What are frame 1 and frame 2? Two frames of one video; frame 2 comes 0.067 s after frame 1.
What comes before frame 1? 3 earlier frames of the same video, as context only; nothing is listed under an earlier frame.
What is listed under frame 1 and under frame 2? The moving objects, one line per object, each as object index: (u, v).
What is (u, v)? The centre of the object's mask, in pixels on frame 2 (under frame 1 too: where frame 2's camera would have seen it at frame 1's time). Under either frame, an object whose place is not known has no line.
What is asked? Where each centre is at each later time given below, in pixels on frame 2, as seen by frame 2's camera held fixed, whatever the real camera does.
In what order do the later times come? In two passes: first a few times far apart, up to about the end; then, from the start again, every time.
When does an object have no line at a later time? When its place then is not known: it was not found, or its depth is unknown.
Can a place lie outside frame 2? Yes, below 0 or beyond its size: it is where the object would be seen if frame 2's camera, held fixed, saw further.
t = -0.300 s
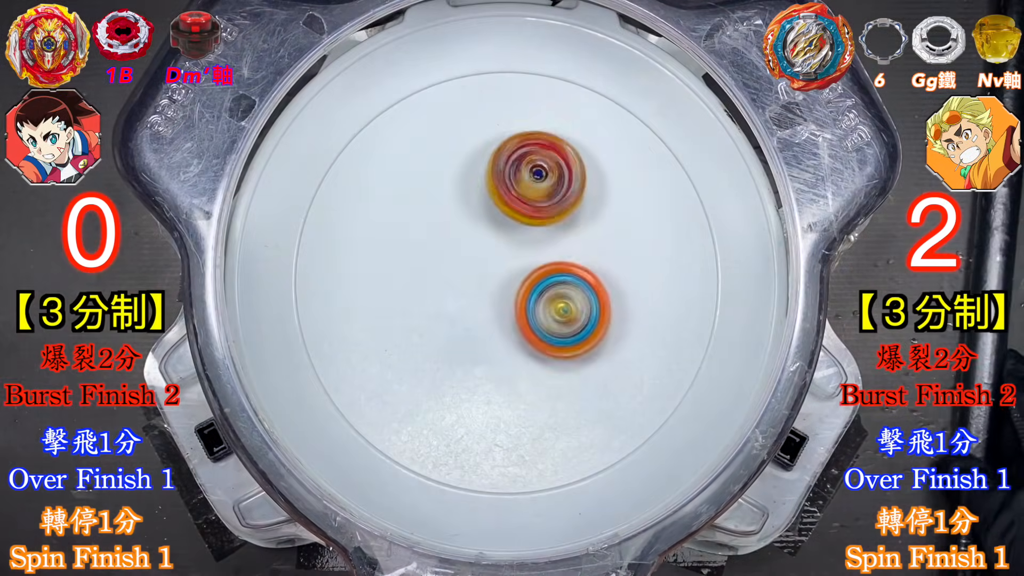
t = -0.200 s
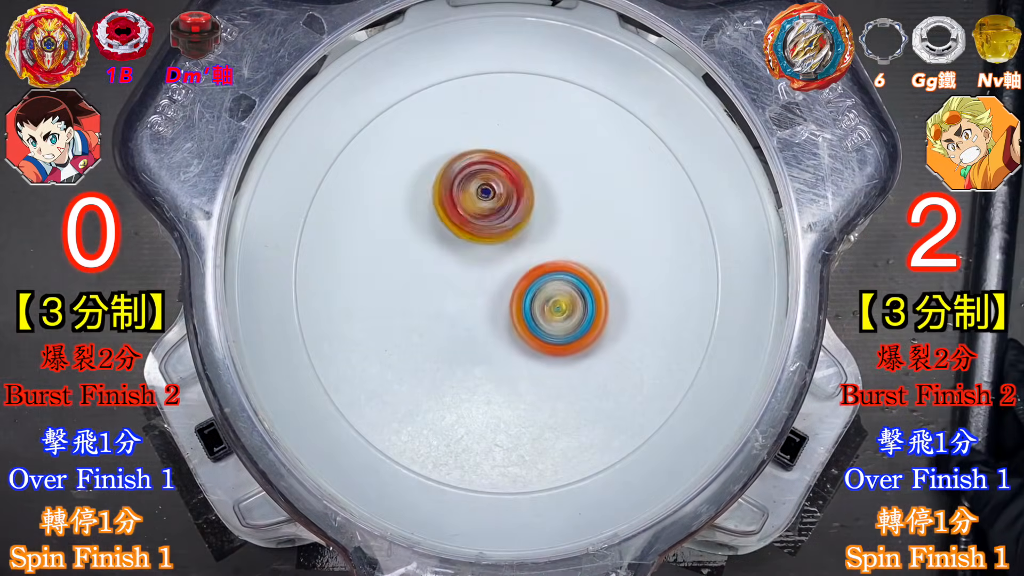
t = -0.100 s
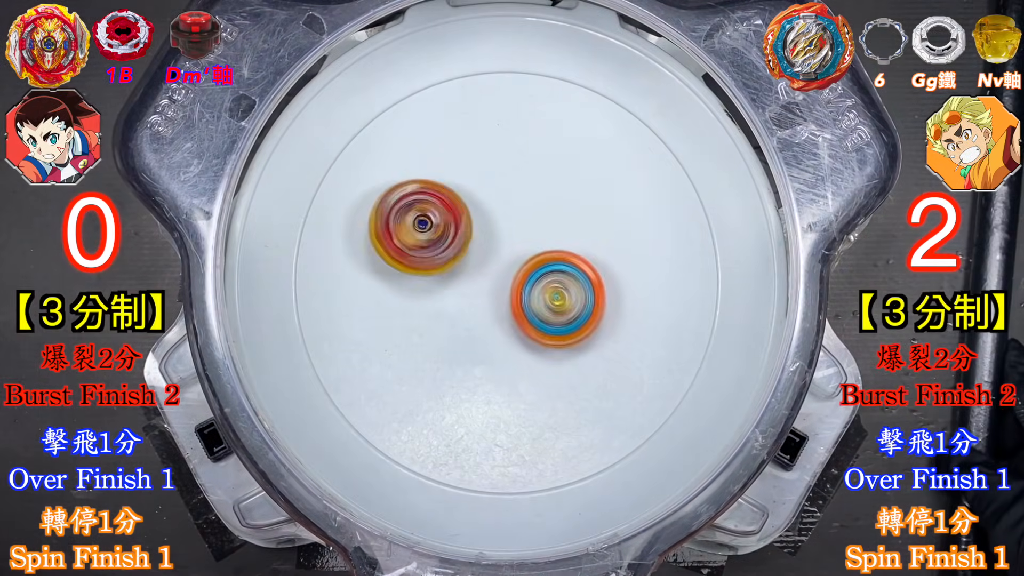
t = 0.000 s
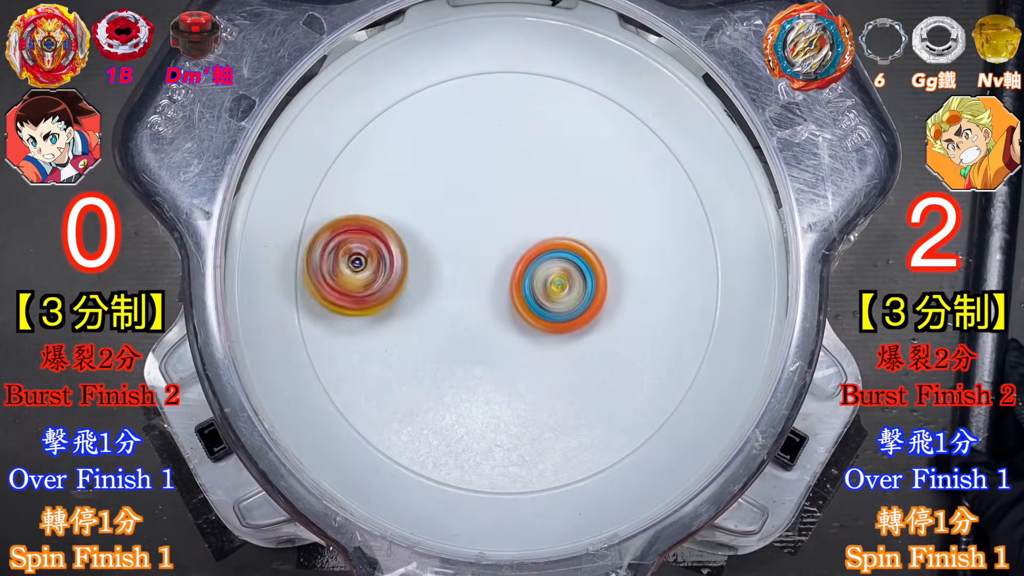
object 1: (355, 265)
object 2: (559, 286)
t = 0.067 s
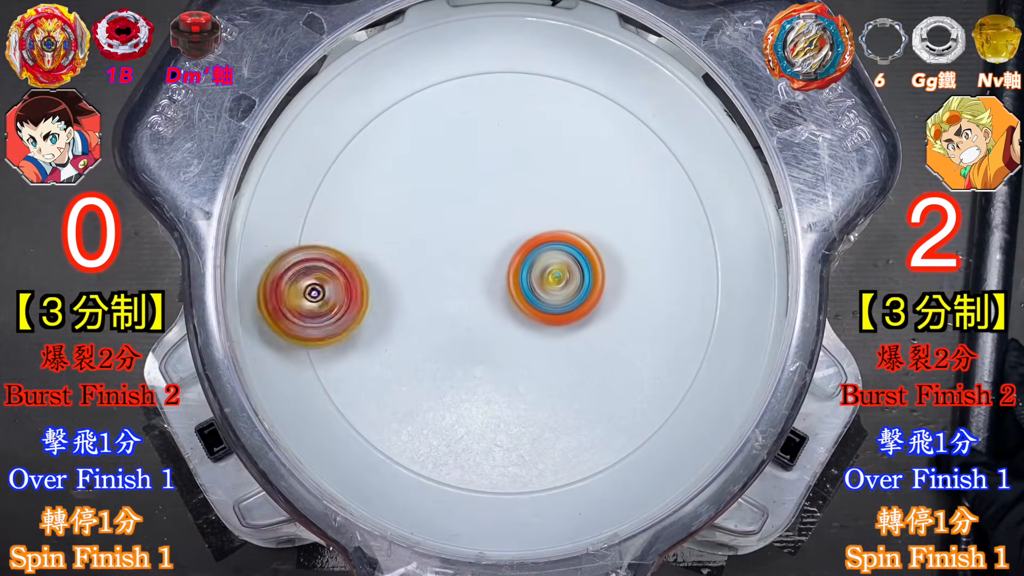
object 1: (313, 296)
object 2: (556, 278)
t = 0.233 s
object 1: (345, 379)
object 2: (534, 269)
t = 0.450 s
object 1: (460, 371)
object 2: (533, 261)
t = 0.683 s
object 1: (406, 238)
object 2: (534, 218)
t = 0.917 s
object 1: (278, 206)
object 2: (498, 242)
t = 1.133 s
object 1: (325, 266)
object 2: (503, 290)
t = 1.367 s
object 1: (446, 303)
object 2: (602, 307)
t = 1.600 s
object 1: (488, 141)
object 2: (625, 237)
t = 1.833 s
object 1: (384, 88)
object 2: (571, 194)
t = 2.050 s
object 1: (276, 234)
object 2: (512, 221)
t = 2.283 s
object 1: (546, 440)
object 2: (497, 294)
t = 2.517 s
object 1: (724, 152)
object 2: (530, 342)
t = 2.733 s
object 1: (618, 203)
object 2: (574, 346)
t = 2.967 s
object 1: (429, 126)
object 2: (575, 489)
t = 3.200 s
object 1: (353, 331)
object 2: (587, 428)
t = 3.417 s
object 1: (618, 461)
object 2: (572, 266)
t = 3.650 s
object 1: (639, 121)
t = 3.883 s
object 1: (298, 255)
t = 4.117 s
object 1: (449, 450)
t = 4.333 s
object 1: (675, 270)
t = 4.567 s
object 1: (479, 44)
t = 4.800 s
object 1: (271, 296)
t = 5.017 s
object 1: (499, 513)
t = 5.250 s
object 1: (666, 290)
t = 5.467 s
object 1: (496, 77)
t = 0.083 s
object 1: (304, 305)
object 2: (555, 277)
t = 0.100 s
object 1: (303, 313)
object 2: (553, 275)
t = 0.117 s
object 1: (303, 320)
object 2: (551, 274)
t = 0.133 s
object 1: (303, 329)
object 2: (550, 272)
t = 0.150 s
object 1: (306, 339)
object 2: (548, 271)
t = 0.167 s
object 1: (312, 348)
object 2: (545, 270)
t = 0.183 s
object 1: (319, 356)
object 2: (543, 269)
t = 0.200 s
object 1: (327, 363)
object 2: (540, 269)
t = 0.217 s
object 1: (335, 371)
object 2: (537, 269)
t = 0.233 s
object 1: (345, 379)
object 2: (534, 269)
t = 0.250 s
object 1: (356, 385)
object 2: (531, 269)
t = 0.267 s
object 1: (365, 389)
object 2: (528, 270)
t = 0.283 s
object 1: (375, 394)
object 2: (525, 271)
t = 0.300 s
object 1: (387, 397)
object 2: (522, 273)
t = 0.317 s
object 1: (400, 397)
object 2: (519, 275)
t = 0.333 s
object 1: (412, 393)
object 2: (516, 277)
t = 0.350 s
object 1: (424, 390)
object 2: (513, 279)
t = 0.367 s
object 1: (438, 384)
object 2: (511, 282)
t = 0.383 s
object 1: (452, 375)
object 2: (508, 285)
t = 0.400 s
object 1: (456, 373)
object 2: (513, 282)
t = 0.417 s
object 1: (457, 375)
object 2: (520, 274)
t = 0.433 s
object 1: (458, 374)
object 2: (527, 267)
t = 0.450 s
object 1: (460, 371)
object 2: (533, 261)
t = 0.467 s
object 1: (460, 368)
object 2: (538, 257)
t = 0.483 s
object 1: (462, 363)
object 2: (542, 252)
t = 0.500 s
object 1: (464, 355)
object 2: (544, 248)
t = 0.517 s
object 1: (463, 346)
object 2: (546, 244)
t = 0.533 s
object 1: (464, 338)
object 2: (545, 240)
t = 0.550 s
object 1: (464, 326)
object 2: (544, 237)
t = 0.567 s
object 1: (461, 315)
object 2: (542, 235)
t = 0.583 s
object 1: (460, 303)
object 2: (540, 234)
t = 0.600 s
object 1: (456, 291)
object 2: (539, 233)
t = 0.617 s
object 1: (446, 280)
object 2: (540, 229)
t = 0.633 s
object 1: (438, 270)
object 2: (540, 226)
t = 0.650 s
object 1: (428, 258)
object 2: (539, 222)
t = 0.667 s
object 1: (416, 248)
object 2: (537, 220)
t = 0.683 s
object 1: (406, 238)
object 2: (534, 218)
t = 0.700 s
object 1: (395, 228)
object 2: (532, 218)
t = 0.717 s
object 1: (381, 220)
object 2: (529, 217)
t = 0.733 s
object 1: (371, 212)
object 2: (525, 217)
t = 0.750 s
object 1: (359, 204)
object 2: (522, 218)
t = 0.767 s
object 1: (347, 200)
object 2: (519, 219)
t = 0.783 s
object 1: (336, 195)
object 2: (516, 221)
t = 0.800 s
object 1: (324, 191)
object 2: (513, 223)
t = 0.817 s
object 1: (315, 192)
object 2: (511, 224)
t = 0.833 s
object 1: (308, 192)
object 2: (507, 226)
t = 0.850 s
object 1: (300, 194)
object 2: (505, 229)
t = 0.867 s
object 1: (294, 195)
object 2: (502, 233)
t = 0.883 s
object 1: (287, 197)
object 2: (501, 236)
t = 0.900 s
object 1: (281, 203)
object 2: (500, 239)
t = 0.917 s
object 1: (278, 206)
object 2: (498, 242)
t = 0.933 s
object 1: (272, 212)
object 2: (496, 246)
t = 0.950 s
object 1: (267, 218)
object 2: (496, 250)
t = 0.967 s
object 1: (263, 223)
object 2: (495, 253)
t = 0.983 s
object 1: (262, 228)
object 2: (495, 256)
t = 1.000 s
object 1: (267, 230)
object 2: (493, 260)
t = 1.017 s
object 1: (270, 233)
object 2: (493, 264)
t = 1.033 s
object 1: (276, 236)
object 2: (494, 269)
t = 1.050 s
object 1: (280, 239)
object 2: (495, 273)
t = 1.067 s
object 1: (290, 244)
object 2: (496, 277)
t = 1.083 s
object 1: (298, 248)
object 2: (497, 281)
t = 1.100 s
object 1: (307, 254)
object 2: (499, 284)
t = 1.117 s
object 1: (317, 259)
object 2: (502, 287)
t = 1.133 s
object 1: (325, 266)
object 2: (503, 290)
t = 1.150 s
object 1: (337, 273)
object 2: (505, 293)
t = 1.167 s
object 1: (346, 280)
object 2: (507, 296)
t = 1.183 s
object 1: (358, 290)
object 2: (510, 298)
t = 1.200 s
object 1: (370, 296)
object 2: (513, 301)
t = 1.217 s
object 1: (383, 305)
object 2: (515, 303)
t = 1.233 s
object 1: (398, 310)
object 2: (519, 305)
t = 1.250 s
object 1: (413, 315)
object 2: (521, 306)
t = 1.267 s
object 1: (425, 318)
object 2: (527, 308)
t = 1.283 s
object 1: (425, 319)
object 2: (543, 310)
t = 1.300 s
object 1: (429, 319)
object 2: (557, 311)
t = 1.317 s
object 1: (430, 317)
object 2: (570, 311)
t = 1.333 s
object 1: (436, 313)
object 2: (582, 311)
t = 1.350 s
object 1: (439, 309)
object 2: (593, 309)
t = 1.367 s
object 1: (446, 303)
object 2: (602, 307)
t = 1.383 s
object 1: (450, 295)
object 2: (610, 304)
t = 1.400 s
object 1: (457, 286)
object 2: (616, 299)
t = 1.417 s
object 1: (462, 277)
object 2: (621, 295)
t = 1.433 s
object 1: (469, 265)
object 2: (626, 289)
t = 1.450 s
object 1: (473, 254)
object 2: (628, 284)
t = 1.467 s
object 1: (479, 242)
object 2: (629, 279)
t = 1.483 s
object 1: (482, 230)
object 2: (631, 273)
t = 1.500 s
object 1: (487, 217)
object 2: (631, 268)
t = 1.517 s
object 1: (488, 205)
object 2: (632, 263)
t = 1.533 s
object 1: (491, 191)
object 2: (631, 256)
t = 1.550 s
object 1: (491, 179)
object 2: (630, 251)
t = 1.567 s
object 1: (491, 165)
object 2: (629, 246)
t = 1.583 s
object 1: (490, 154)
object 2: (627, 241)
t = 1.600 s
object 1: (488, 141)
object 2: (625, 237)
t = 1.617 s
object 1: (485, 132)
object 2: (624, 232)
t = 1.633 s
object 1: (480, 120)
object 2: (620, 227)
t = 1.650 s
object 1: (476, 111)
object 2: (618, 223)
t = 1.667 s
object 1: (469, 102)
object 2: (615, 219)
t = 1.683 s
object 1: (463, 94)
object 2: (611, 216)
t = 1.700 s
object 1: (453, 87)
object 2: (609, 211)
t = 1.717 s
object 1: (446, 80)
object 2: (604, 208)
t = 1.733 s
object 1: (436, 79)
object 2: (601, 205)
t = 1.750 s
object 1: (429, 78)
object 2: (596, 202)
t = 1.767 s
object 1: (421, 80)
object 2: (591, 201)
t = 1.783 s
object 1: (412, 81)
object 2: (587, 198)
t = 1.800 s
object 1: (403, 84)
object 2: (582, 196)
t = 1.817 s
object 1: (393, 85)
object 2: (577, 195)
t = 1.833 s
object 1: (384, 88)
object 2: (571, 194)
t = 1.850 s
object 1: (372, 91)
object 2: (567, 195)
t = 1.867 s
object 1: (362, 93)
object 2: (562, 194)
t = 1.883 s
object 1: (350, 100)
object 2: (556, 195)
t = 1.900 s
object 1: (340, 105)
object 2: (552, 195)
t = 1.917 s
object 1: (330, 115)
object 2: (546, 197)
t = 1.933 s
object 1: (320, 124)
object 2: (542, 199)
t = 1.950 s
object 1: (311, 134)
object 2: (537, 200)
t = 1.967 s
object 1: (301, 147)
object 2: (532, 203)
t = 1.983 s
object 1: (294, 161)
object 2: (527, 205)
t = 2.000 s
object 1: (286, 178)
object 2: (523, 209)
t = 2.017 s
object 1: (281, 195)
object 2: (520, 212)
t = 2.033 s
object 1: (278, 215)
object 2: (515, 216)
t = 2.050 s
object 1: (276, 234)
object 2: (512, 221)
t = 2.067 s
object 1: (278, 256)
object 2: (508, 226)
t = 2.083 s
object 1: (280, 279)
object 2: (506, 231)
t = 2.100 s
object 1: (289, 299)
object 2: (503, 235)
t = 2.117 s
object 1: (300, 321)
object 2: (500, 241)
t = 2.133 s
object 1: (312, 340)
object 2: (498, 246)
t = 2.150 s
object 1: (331, 360)
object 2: (496, 252)
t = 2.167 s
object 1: (350, 378)
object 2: (496, 257)
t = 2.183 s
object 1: (374, 393)
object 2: (494, 263)
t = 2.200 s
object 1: (399, 409)
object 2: (494, 269)
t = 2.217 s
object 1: (426, 419)
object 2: (494, 274)
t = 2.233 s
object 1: (456, 429)
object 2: (495, 279)
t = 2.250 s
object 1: (484, 435)
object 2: (495, 284)
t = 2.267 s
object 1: (516, 438)
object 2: (496, 289)
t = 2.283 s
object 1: (546, 440)
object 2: (497, 294)
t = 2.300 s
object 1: (576, 438)
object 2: (499, 298)
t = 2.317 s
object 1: (609, 432)
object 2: (499, 302)
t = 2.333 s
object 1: (638, 425)
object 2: (501, 306)
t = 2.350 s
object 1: (667, 413)
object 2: (503, 311)
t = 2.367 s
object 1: (693, 397)
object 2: (506, 315)
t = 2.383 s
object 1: (712, 377)
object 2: (507, 318)
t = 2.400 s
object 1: (729, 355)
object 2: (509, 322)
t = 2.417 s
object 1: (741, 332)
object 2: (511, 325)
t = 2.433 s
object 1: (743, 306)
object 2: (514, 329)
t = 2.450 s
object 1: (743, 275)
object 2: (517, 331)
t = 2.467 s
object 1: (742, 245)
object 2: (520, 335)
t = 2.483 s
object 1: (738, 214)
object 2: (523, 337)
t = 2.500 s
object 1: (731, 182)
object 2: (527, 340)
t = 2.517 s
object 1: (724, 152)
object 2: (530, 342)
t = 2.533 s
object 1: (713, 124)
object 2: (533, 344)
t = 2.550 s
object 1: (698, 98)
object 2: (537, 345)
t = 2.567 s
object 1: (690, 85)
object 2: (541, 346)
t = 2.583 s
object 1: (687, 92)
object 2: (544, 347)
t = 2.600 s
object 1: (687, 101)
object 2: (547, 348)
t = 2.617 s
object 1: (684, 111)
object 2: (551, 349)
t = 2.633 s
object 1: (682, 121)
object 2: (555, 349)
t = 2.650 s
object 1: (675, 133)
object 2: (558, 349)
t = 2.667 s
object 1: (665, 148)
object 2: (561, 348)
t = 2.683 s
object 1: (654, 163)
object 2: (565, 348)
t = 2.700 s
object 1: (643, 175)
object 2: (568, 347)
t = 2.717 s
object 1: (632, 188)
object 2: (571, 346)
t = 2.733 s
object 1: (618, 203)
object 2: (574, 346)
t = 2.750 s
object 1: (604, 216)
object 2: (577, 343)
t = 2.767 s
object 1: (590, 227)
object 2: (579, 342)
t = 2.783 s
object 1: (576, 238)
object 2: (582, 341)
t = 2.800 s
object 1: (564, 229)
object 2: (583, 358)
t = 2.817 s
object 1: (554, 212)
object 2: (583, 379)
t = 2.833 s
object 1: (543, 197)
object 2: (583, 398)
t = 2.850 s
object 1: (531, 181)
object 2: (582, 419)
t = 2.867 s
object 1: (517, 167)
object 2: (582, 436)
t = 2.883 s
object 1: (504, 154)
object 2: (582, 451)
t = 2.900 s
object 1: (489, 144)
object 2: (581, 466)
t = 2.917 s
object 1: (475, 135)
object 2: (580, 474)
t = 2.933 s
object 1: (460, 131)
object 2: (578, 479)
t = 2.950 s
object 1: (444, 127)
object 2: (576, 485)
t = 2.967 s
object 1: (429, 126)
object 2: (575, 489)
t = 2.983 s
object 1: (415, 127)
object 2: (574, 491)
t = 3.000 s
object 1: (402, 131)
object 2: (573, 494)
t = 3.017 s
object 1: (389, 137)
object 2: (573, 494)
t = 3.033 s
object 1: (378, 146)
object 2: (573, 493)
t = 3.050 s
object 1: (367, 157)
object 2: (574, 493)
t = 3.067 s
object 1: (357, 169)
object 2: (575, 491)
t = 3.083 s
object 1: (350, 183)
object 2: (575, 487)
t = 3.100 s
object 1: (344, 199)
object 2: (576, 484)
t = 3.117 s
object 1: (340, 218)
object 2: (579, 477)
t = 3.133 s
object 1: (338, 239)
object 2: (580, 471)
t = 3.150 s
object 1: (338, 261)
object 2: (581, 463)
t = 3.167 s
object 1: (340, 283)
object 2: (583, 451)
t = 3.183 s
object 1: (345, 307)
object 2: (585, 440)
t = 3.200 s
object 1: (353, 331)
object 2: (587, 428)
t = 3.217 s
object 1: (364, 354)
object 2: (588, 415)
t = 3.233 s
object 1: (377, 377)
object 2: (589, 403)
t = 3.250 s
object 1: (392, 397)
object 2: (591, 388)
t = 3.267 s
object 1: (409, 416)
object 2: (591, 375)
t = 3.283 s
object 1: (428, 434)
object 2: (592, 362)
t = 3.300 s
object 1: (449, 448)
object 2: (592, 347)
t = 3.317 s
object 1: (472, 461)
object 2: (591, 335)
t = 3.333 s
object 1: (496, 470)
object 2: (591, 321)
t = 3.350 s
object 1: (520, 479)
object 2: (588, 310)
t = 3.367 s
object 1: (546, 483)
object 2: (586, 298)
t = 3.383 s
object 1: (571, 481)
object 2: (582, 285)
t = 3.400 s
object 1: (595, 471)
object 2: (577, 276)
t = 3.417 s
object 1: (618, 461)
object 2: (572, 266)
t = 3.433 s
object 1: (640, 450)
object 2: (563, 257)
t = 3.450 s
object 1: (659, 431)
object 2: (556, 250)
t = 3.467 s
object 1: (676, 410)
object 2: (548, 241)
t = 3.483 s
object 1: (690, 389)
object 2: (540, 235)
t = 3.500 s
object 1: (698, 363)
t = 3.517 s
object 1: (705, 336)
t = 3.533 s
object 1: (712, 308)
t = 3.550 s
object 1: (716, 280)
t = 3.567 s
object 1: (712, 250)
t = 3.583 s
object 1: (704, 221)
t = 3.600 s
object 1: (694, 192)
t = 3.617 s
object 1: (680, 165)
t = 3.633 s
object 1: (660, 142)
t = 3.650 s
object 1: (639, 121)
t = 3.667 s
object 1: (614, 102)
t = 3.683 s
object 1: (584, 89)
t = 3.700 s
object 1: (555, 79)
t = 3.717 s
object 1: (524, 73)
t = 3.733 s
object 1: (492, 75)
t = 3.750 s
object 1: (460, 80)
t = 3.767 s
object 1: (430, 88)
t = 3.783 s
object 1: (401, 98)
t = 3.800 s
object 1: (376, 116)
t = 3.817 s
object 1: (353, 139)
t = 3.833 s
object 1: (333, 164)
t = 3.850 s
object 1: (316, 191)
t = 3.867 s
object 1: (304, 221)
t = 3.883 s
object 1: (298, 255)
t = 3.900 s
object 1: (298, 291)
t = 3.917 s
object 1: (302, 327)
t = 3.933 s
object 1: (312, 360)
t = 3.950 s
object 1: (316, 372)
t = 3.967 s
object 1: (319, 383)
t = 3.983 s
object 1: (324, 393)
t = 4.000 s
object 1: (334, 402)
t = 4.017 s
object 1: (345, 411)
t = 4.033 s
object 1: (356, 420)
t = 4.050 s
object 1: (372, 427)
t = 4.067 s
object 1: (388, 435)
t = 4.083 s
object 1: (406, 441)
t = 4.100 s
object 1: (427, 447)
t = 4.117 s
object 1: (449, 450)
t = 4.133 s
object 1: (472, 451)
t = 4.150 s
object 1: (496, 450)
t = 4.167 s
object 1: (520, 445)
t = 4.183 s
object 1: (543, 437)
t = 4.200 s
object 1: (566, 426)
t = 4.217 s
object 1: (587, 413)
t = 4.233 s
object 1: (607, 398)
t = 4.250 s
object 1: (625, 380)
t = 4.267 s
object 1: (640, 360)
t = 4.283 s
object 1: (654, 340)
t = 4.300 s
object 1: (664, 317)
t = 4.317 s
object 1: (671, 293)
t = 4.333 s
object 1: (675, 270)
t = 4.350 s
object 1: (677, 246)
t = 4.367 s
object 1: (675, 222)
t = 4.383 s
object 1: (672, 198)
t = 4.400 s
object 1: (665, 175)
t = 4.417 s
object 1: (656, 152)
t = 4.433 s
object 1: (645, 131)
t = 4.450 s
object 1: (630, 109)
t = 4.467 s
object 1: (613, 91)
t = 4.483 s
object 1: (593, 74)
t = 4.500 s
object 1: (574, 59)
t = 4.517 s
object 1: (552, 46)
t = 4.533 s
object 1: (529, 41)
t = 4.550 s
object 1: (504, 43)
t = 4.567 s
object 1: (479, 44)
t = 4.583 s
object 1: (453, 46)
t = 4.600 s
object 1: (429, 53)
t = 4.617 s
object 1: (405, 64)
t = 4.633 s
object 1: (383, 76)
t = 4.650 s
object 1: (362, 92)
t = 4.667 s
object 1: (343, 109)
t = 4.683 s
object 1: (326, 129)
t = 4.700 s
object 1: (311, 151)
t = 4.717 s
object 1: (297, 173)
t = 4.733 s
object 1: (287, 197)
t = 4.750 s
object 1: (277, 221)
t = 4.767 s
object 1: (271, 246)
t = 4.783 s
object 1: (268, 270)
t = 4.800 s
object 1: (271, 296)
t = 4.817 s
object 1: (278, 322)
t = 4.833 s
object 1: (286, 348)
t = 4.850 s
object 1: (297, 372)
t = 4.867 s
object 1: (310, 395)
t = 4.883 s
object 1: (326, 416)
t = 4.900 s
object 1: (343, 436)
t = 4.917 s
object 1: (362, 454)
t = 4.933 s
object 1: (383, 469)
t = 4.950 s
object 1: (404, 482)
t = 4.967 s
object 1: (427, 493)
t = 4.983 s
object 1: (450, 501)
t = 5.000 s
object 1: (474, 508)
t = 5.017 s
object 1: (499, 513)
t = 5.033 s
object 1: (524, 514)
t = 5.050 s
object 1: (548, 514)
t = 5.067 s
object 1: (572, 512)
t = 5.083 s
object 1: (595, 507)
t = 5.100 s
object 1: (611, 497)
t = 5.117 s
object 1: (621, 481)
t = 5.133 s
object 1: (631, 461)
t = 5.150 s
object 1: (639, 436)
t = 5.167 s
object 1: (646, 411)
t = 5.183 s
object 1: (653, 387)
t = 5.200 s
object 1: (660, 363)
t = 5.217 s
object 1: (665, 338)
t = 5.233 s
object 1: (667, 315)
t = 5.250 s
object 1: (666, 290)
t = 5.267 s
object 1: (662, 267)
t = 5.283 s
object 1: (656, 246)
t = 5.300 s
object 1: (649, 224)
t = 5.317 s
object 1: (640, 204)
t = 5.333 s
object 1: (629, 184)
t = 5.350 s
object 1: (616, 165)
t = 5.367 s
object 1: (602, 149)
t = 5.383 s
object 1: (588, 132)
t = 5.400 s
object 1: (572, 118)
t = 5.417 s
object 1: (554, 105)
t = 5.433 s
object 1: (535, 93)
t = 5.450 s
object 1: (516, 85)
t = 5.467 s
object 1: (496, 77)
